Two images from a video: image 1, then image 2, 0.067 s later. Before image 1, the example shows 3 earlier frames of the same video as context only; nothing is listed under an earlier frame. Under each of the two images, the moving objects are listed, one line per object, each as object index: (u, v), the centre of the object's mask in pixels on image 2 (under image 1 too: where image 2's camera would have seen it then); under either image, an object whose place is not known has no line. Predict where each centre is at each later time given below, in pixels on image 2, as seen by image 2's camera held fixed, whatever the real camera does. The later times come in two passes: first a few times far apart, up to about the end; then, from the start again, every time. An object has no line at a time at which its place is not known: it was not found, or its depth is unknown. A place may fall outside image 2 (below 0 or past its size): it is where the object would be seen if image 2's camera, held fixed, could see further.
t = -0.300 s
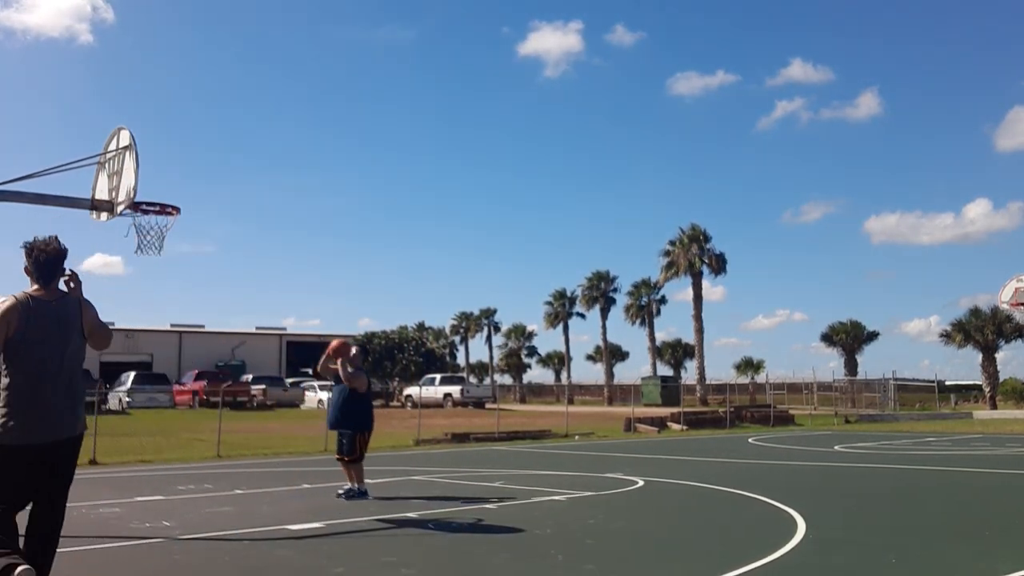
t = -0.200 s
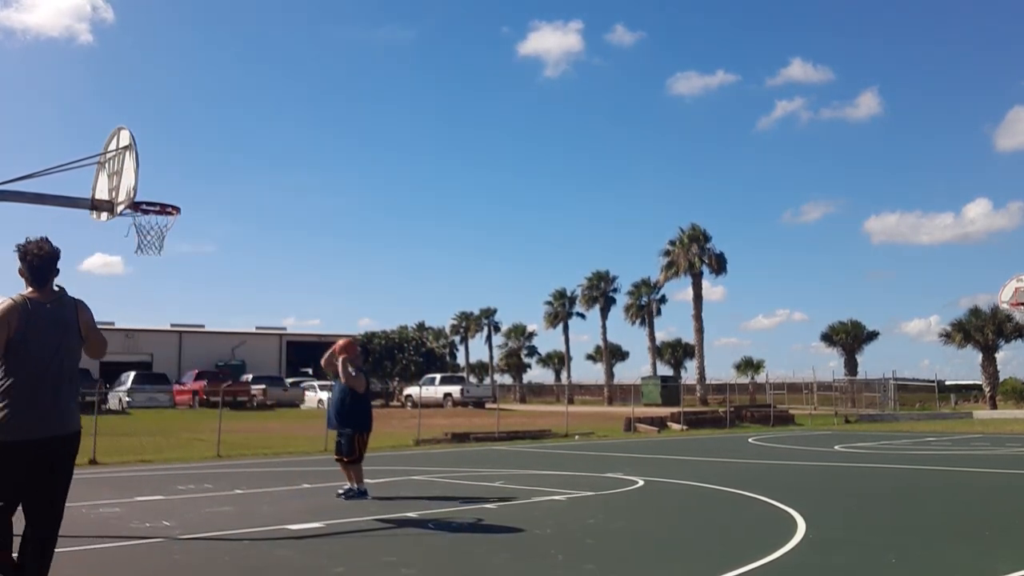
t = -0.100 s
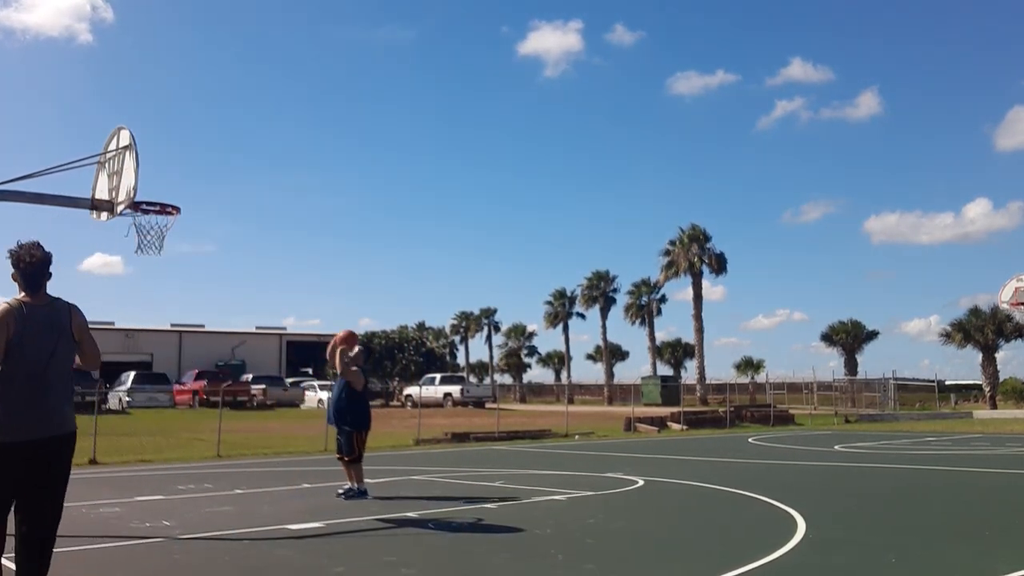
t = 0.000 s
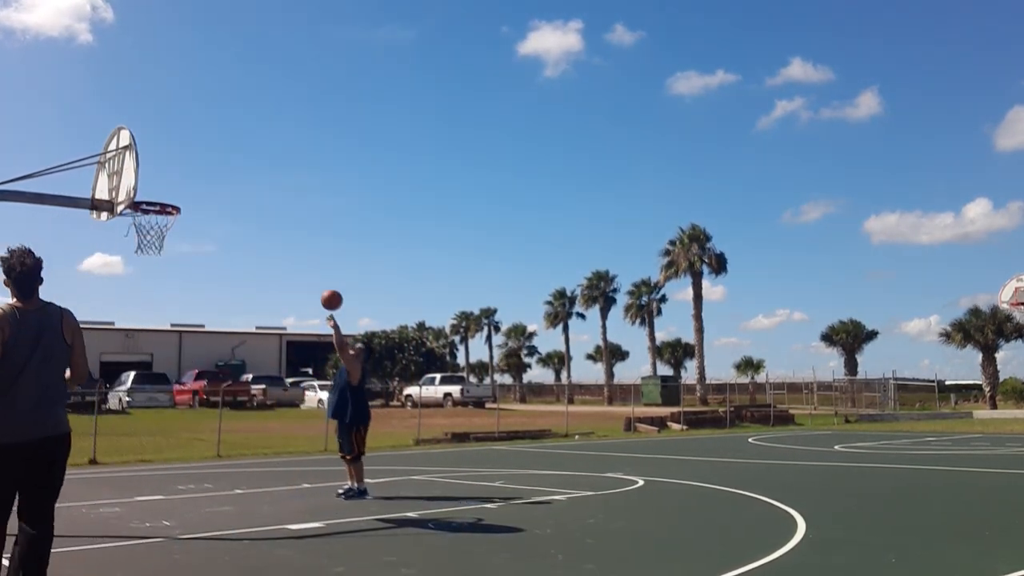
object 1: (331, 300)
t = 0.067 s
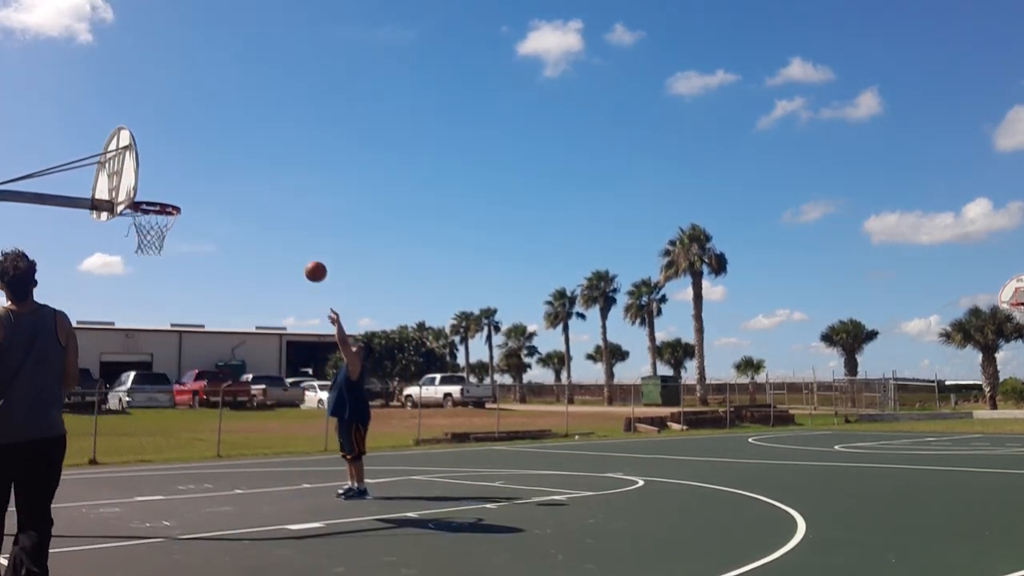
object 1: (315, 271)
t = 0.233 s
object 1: (274, 215)
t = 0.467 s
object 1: (212, 175)
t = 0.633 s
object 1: (156, 179)
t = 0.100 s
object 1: (307, 259)
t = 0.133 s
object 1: (299, 246)
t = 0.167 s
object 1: (291, 235)
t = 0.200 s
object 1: (282, 225)
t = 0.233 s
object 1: (274, 215)
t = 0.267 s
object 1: (266, 207)
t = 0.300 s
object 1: (257, 199)
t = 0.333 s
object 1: (248, 193)
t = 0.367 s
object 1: (239, 187)
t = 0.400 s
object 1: (230, 182)
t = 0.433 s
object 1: (221, 178)
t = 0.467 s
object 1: (212, 175)
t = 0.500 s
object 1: (203, 173)
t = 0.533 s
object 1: (194, 172)
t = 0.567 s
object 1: (185, 172)
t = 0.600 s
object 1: (175, 173)
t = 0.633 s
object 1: (156, 179)
